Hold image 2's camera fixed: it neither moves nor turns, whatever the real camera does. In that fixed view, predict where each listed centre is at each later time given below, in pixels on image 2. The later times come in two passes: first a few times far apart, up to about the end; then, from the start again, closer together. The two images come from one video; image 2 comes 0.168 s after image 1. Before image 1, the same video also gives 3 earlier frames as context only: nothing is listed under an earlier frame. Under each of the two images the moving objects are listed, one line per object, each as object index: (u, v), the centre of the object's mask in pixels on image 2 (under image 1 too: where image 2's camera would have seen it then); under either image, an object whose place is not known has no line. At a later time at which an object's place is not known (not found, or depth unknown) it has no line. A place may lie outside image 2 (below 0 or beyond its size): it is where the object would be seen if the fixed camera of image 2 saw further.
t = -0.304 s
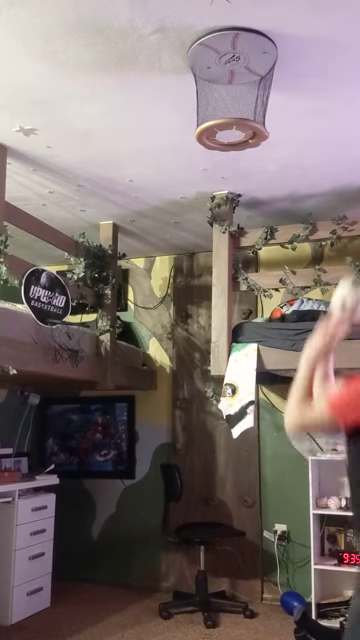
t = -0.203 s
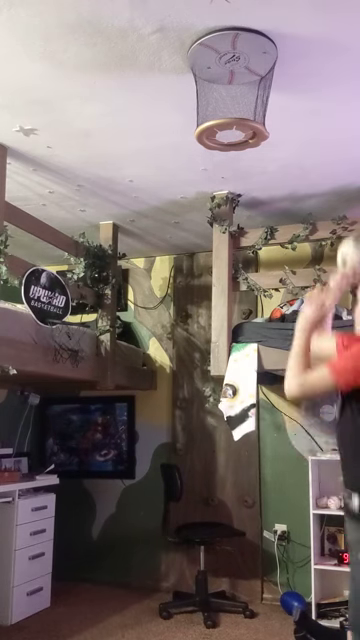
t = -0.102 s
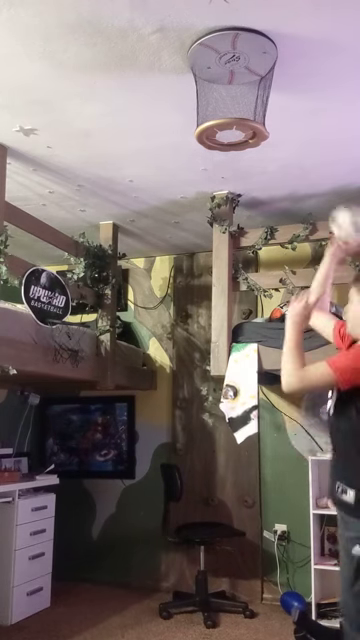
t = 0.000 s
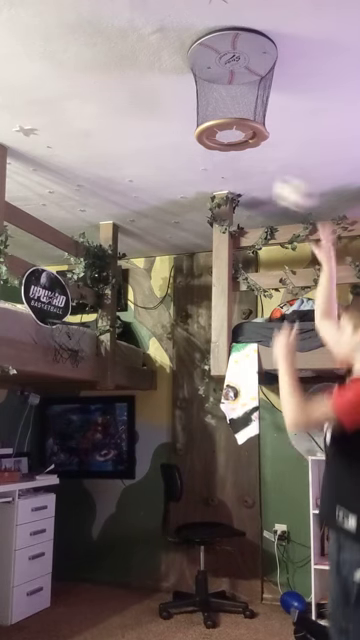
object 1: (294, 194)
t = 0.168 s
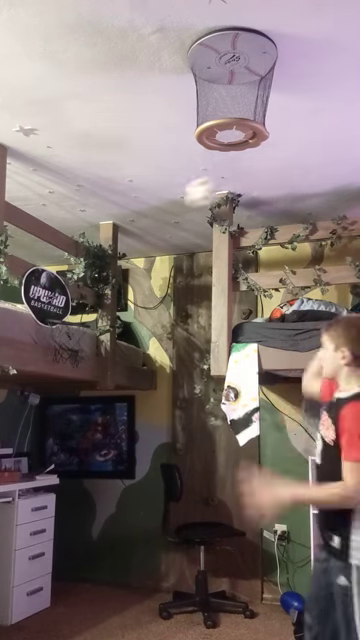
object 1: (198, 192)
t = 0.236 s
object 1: (170, 207)
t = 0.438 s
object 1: (93, 291)
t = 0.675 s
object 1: (99, 343)
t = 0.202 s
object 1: (186, 199)
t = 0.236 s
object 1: (170, 207)
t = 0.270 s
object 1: (156, 217)
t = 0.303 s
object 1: (143, 228)
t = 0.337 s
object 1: (130, 242)
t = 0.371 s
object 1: (115, 258)
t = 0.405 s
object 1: (105, 273)
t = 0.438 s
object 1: (93, 291)
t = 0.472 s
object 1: (84, 305)
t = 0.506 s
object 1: (71, 330)
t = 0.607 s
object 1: (74, 343)
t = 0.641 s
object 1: (83, 343)
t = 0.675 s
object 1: (99, 343)
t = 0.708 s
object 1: (112, 346)
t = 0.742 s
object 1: (125, 351)
